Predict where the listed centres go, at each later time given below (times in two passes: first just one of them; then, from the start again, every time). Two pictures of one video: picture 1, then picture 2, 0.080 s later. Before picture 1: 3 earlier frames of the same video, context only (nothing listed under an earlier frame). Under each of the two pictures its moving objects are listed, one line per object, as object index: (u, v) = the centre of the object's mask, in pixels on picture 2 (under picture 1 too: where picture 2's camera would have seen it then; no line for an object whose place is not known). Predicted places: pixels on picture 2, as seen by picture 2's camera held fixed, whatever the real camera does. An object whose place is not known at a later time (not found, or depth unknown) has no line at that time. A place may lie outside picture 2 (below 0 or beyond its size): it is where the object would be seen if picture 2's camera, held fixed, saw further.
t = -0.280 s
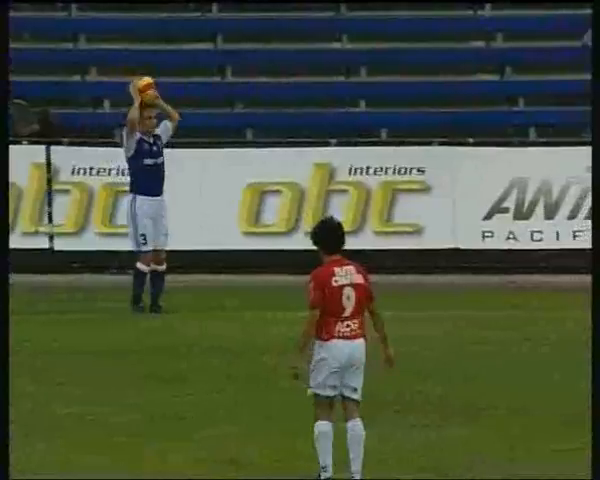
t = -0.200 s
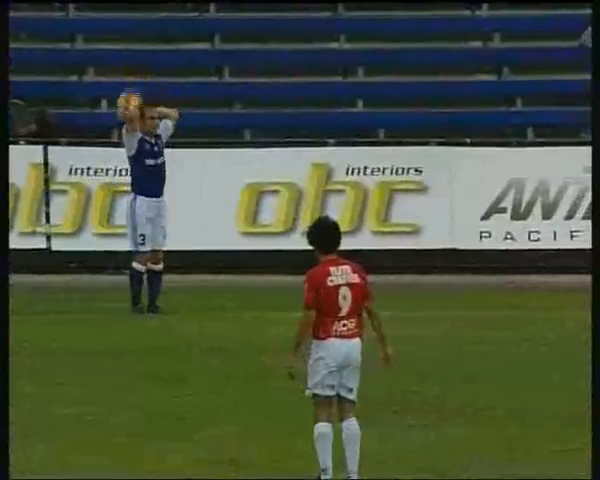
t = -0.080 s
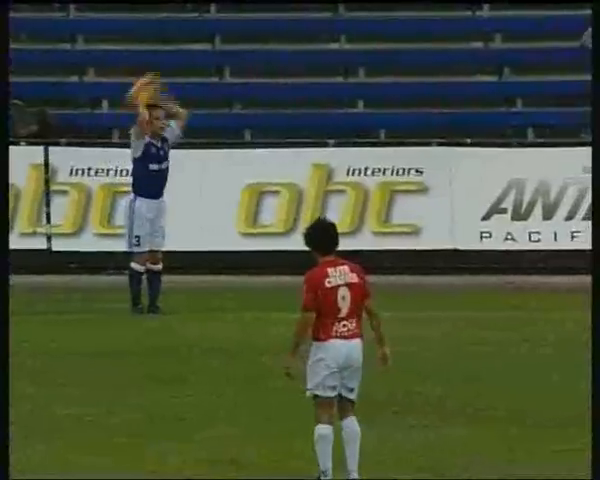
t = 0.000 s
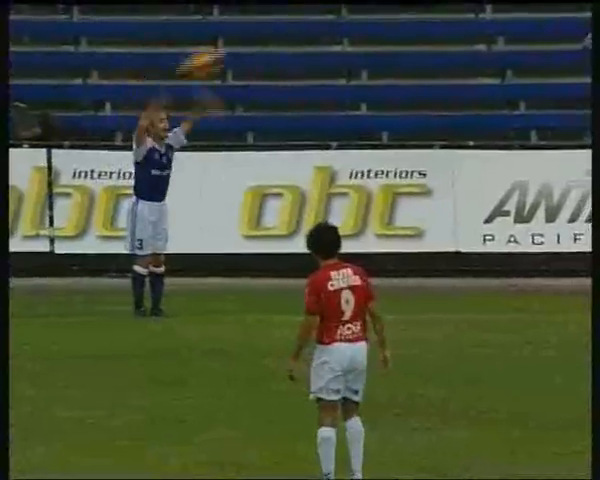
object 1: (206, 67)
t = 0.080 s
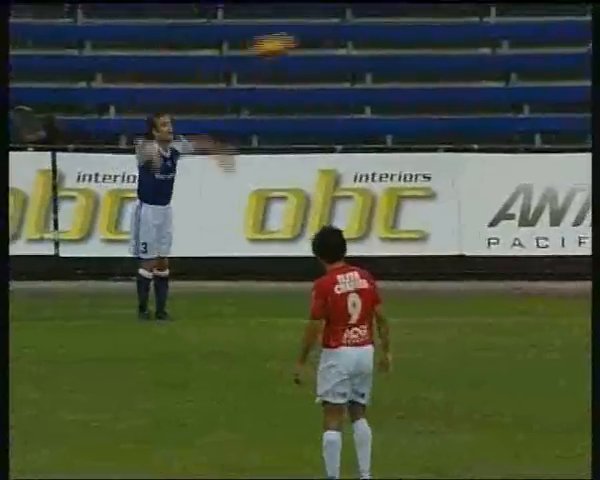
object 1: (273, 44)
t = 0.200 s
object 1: (367, 36)
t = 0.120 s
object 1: (306, 39)
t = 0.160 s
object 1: (336, 35)
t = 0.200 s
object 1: (367, 36)
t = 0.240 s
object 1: (401, 38)
